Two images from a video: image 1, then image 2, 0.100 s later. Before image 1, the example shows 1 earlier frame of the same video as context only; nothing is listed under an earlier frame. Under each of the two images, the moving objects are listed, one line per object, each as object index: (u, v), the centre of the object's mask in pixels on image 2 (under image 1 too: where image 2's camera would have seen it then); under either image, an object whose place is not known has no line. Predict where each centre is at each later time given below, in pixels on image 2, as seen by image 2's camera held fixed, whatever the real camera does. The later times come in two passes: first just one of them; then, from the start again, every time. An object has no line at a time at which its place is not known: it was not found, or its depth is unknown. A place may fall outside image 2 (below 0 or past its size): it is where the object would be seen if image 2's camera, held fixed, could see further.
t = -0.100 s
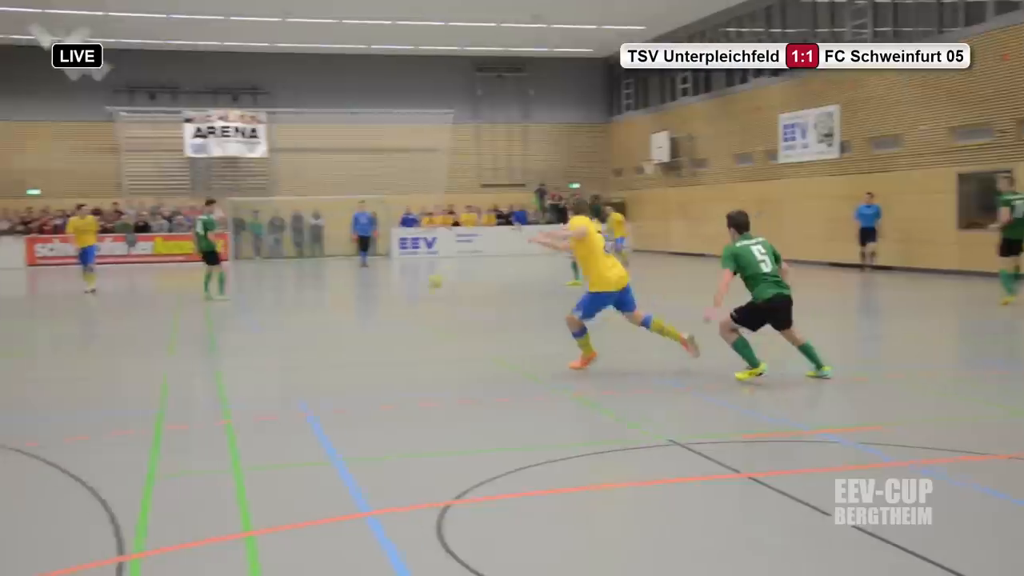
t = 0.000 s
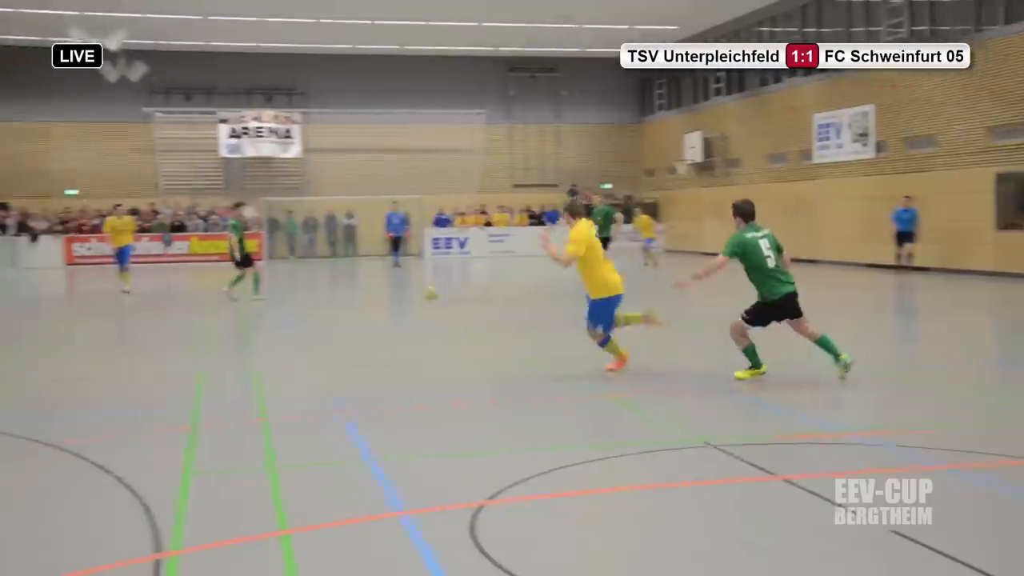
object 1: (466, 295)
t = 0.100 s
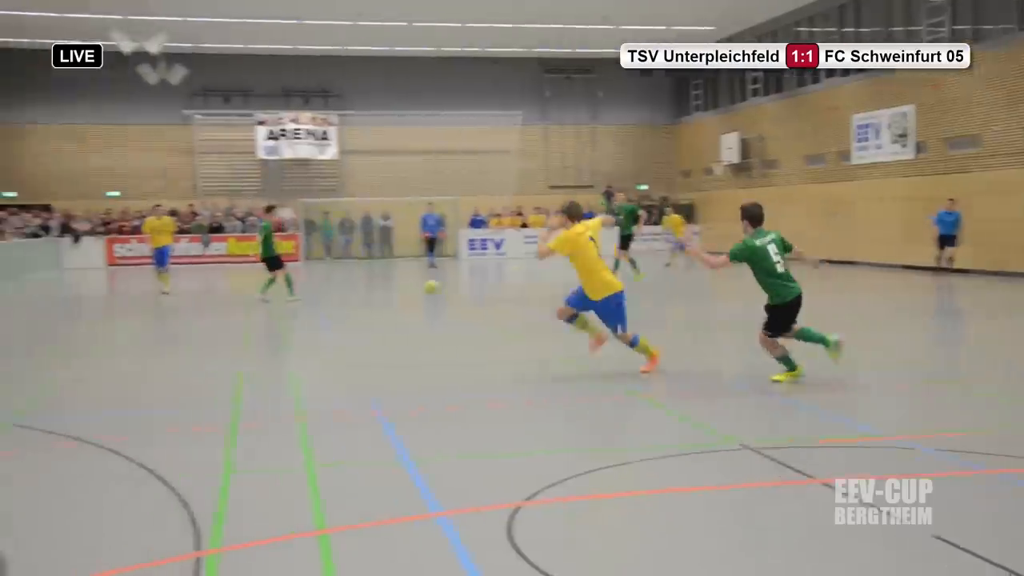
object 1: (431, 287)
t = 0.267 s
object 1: (368, 295)
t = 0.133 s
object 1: (419, 287)
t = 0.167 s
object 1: (406, 287)
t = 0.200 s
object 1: (395, 289)
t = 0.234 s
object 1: (382, 291)
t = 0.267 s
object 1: (368, 295)
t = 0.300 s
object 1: (355, 300)
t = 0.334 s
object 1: (340, 306)
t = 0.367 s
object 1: (326, 314)
